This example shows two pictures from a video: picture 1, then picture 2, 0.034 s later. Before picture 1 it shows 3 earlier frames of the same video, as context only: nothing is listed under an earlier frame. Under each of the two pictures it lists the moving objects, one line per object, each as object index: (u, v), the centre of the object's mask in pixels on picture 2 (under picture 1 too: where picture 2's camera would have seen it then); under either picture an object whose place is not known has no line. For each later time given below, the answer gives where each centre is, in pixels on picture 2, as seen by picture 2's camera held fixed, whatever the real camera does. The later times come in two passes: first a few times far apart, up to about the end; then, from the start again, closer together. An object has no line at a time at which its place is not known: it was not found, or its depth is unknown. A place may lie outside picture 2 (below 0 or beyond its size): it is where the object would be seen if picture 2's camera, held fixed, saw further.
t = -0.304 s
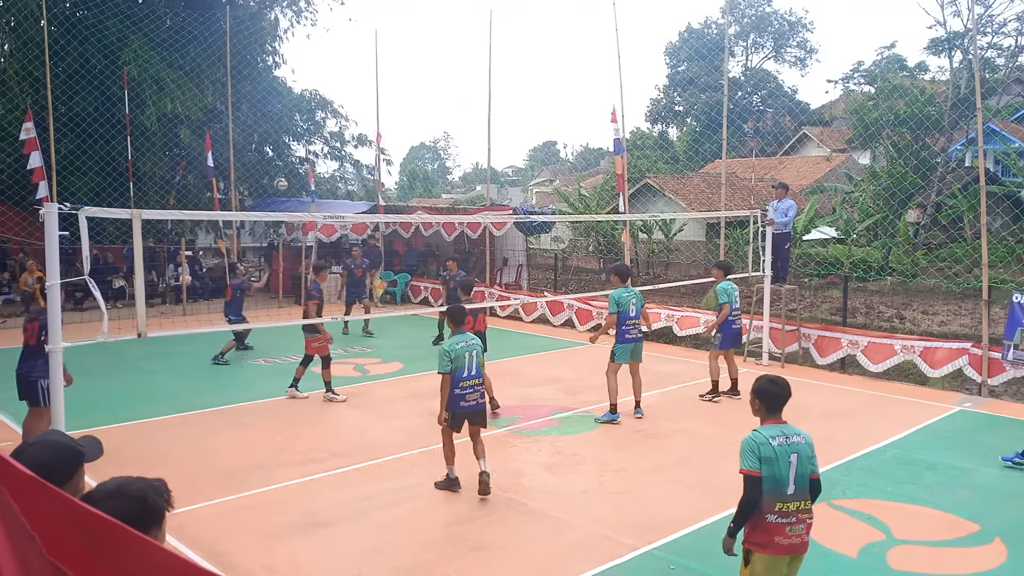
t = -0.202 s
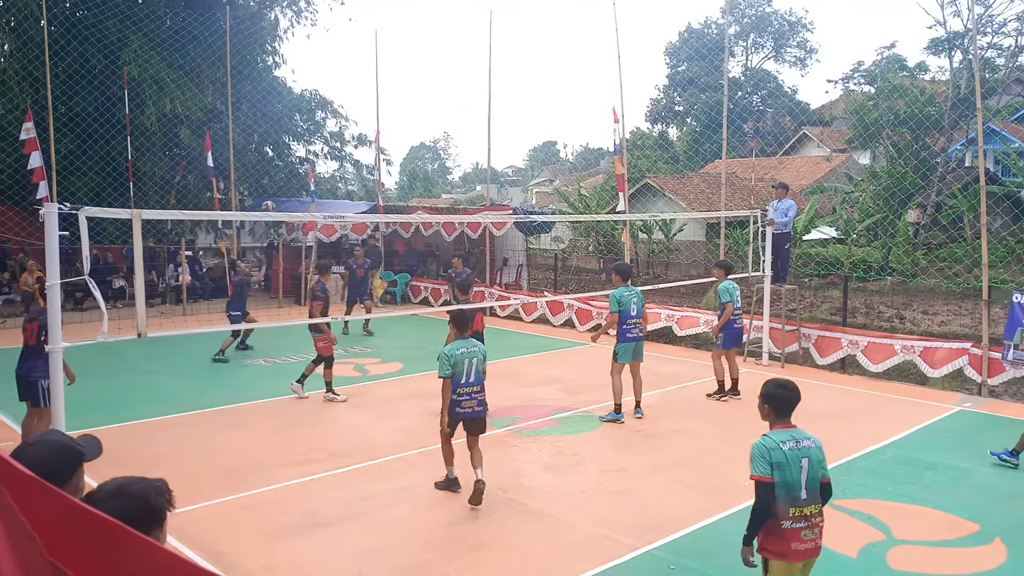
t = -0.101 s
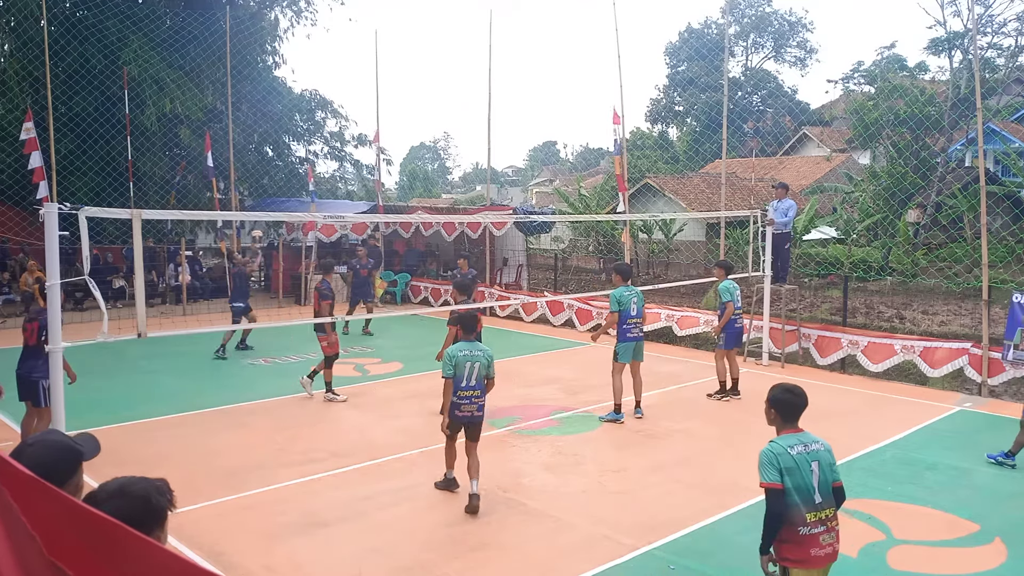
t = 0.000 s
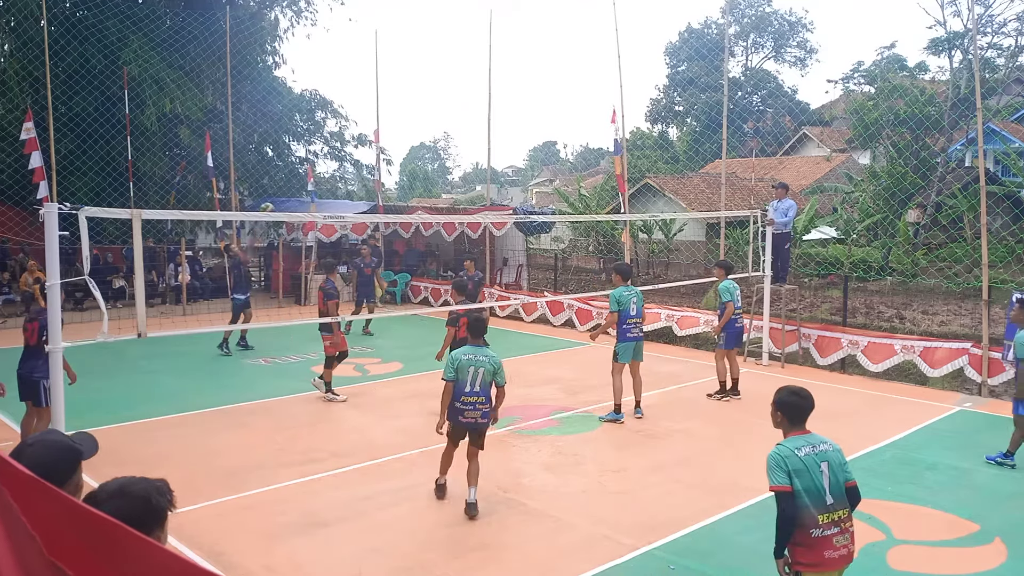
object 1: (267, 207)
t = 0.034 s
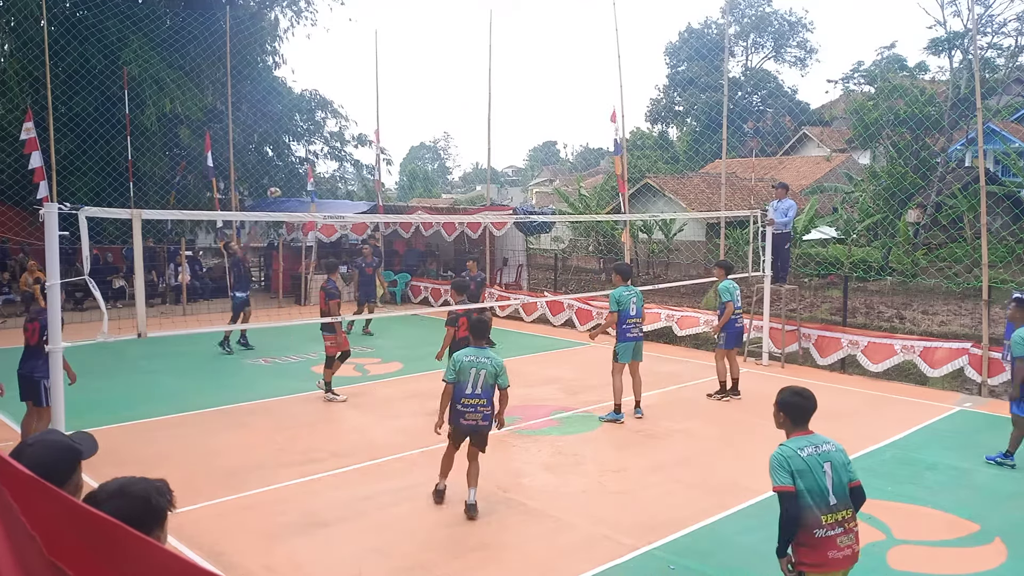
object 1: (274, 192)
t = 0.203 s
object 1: (311, 126)
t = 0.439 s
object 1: (362, 61)
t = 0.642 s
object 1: (408, 32)
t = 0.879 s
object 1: (460, 32)
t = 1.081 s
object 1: (505, 63)
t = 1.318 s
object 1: (555, 134)
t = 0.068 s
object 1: (281, 179)
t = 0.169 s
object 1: (302, 138)
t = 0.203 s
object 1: (311, 126)
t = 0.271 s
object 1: (328, 106)
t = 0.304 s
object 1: (332, 95)
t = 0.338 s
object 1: (340, 85)
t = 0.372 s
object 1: (347, 76)
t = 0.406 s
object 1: (355, 68)
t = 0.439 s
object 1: (362, 61)
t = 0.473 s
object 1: (370, 54)
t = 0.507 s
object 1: (377, 48)
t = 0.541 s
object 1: (385, 43)
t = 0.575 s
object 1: (392, 39)
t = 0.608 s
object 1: (400, 35)
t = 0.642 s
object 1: (408, 32)
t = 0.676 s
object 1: (415, 30)
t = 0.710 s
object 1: (422, 29)
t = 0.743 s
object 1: (430, 27)
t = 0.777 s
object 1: (438, 27)
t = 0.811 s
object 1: (445, 29)
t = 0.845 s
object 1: (453, 30)
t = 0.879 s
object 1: (460, 32)
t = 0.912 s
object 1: (468, 35)
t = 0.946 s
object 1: (475, 40)
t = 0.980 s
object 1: (483, 44)
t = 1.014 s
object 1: (490, 50)
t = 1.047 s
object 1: (497, 56)
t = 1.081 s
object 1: (505, 63)
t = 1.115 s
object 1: (512, 71)
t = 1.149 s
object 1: (519, 80)
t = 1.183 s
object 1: (527, 89)
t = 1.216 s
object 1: (534, 99)
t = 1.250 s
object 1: (541, 110)
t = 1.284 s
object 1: (548, 122)
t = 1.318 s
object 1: (555, 134)
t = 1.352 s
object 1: (562, 147)
